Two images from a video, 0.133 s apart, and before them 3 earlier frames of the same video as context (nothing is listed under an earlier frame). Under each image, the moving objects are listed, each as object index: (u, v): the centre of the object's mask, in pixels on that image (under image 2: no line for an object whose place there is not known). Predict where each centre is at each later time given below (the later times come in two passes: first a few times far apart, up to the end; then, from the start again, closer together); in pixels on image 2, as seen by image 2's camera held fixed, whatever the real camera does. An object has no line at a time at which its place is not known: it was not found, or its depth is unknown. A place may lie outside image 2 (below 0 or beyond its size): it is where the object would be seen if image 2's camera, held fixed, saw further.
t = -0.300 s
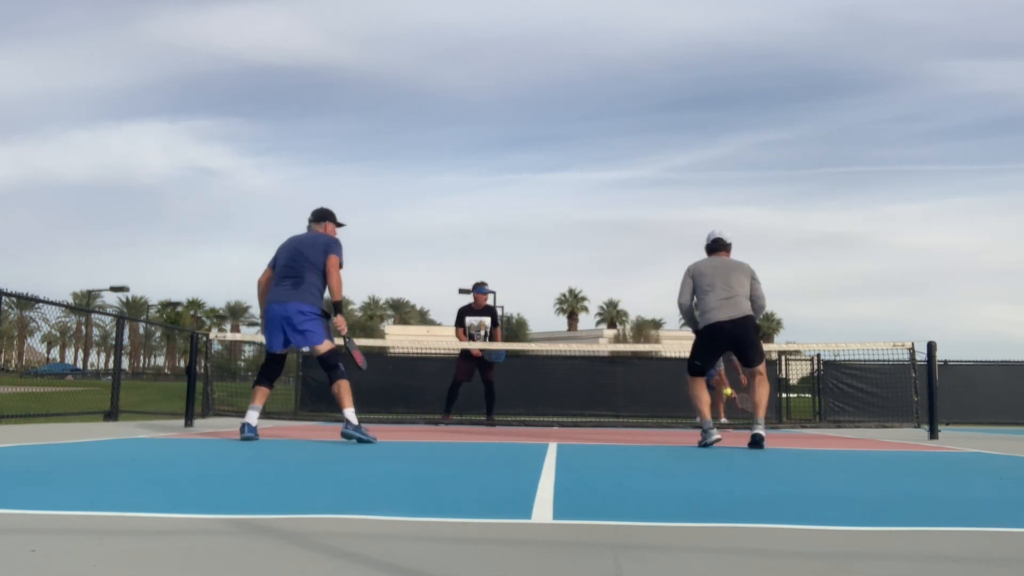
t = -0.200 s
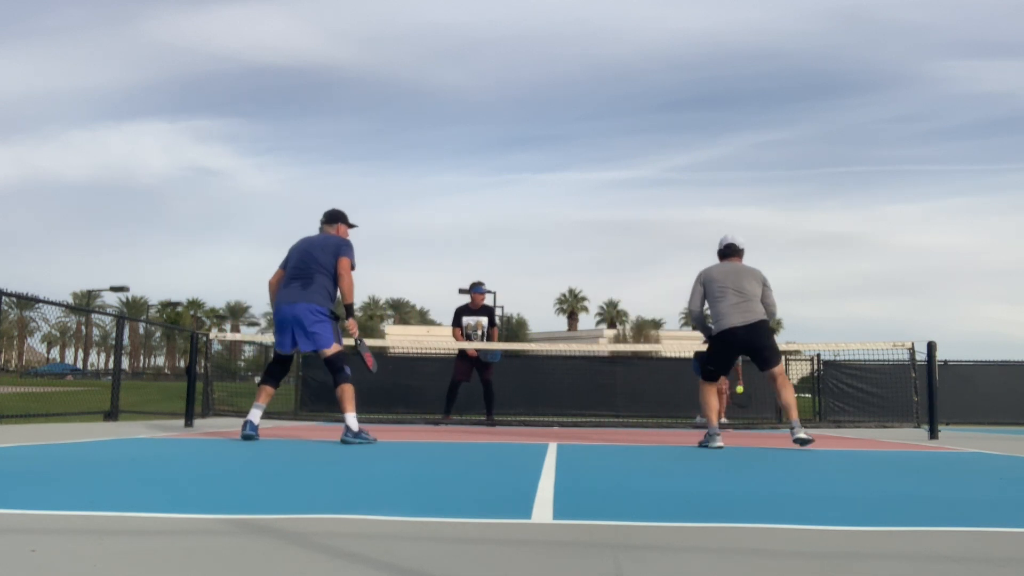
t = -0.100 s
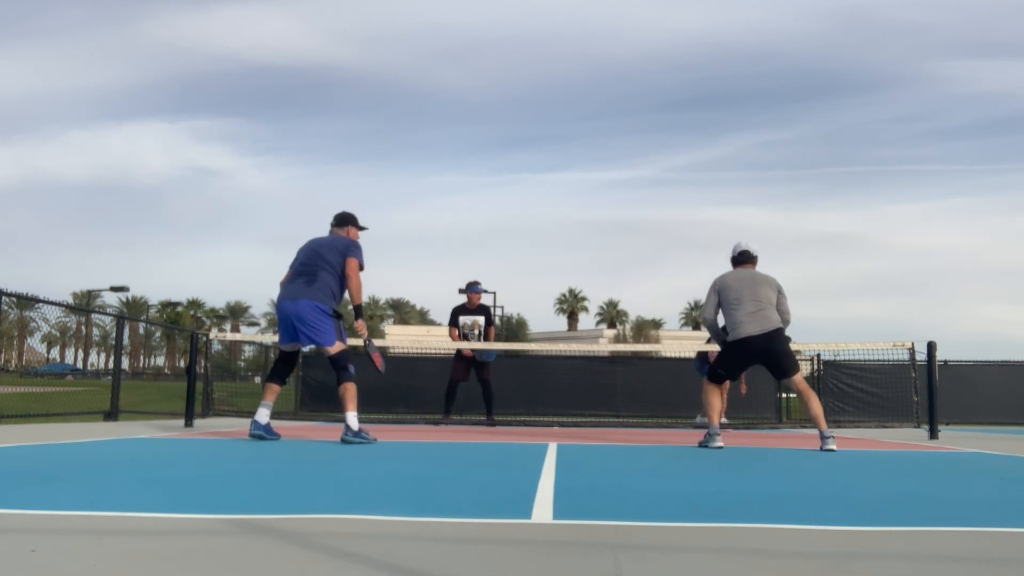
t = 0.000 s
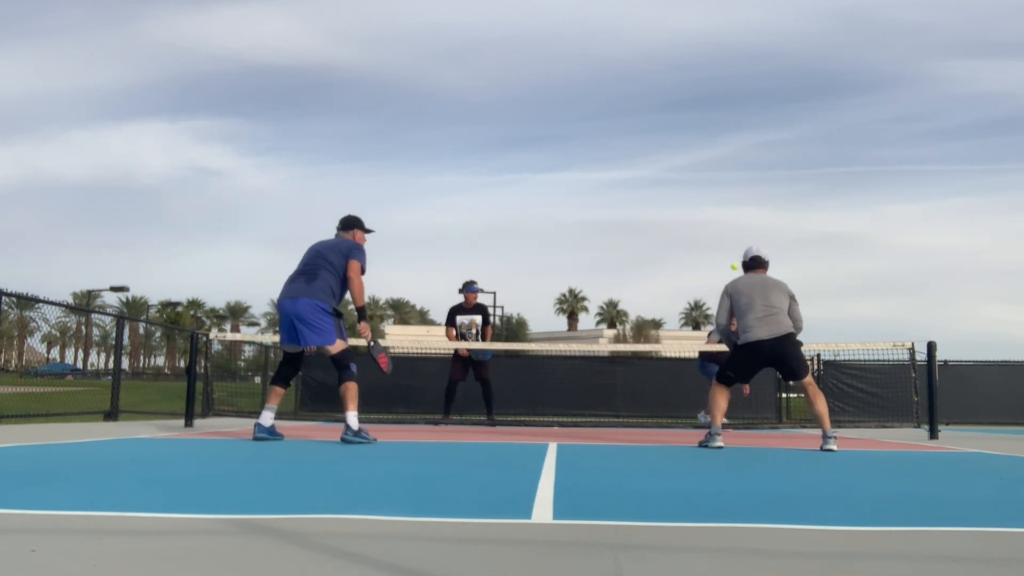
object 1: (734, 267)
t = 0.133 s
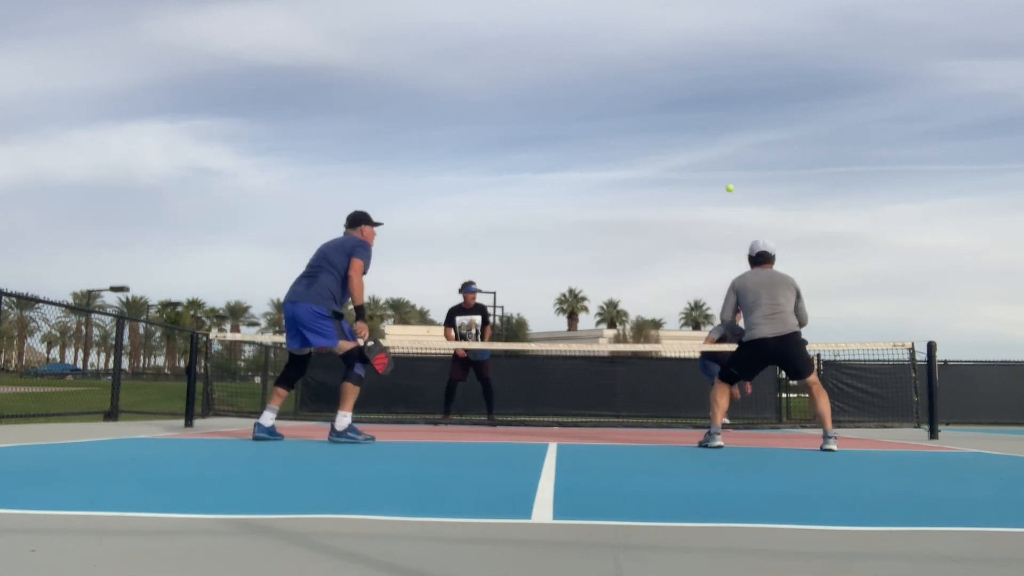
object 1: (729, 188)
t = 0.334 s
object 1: (722, 93)
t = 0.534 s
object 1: (714, 28)
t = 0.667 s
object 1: (708, 6)
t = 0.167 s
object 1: (728, 171)
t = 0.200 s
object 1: (727, 154)
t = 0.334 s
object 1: (722, 93)
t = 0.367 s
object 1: (721, 80)
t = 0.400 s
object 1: (720, 67)
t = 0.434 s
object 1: (719, 56)
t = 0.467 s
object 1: (717, 46)
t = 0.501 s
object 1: (716, 36)
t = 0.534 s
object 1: (714, 28)
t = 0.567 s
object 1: (713, 21)
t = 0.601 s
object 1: (711, 15)
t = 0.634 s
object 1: (710, 10)
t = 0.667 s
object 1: (708, 6)
